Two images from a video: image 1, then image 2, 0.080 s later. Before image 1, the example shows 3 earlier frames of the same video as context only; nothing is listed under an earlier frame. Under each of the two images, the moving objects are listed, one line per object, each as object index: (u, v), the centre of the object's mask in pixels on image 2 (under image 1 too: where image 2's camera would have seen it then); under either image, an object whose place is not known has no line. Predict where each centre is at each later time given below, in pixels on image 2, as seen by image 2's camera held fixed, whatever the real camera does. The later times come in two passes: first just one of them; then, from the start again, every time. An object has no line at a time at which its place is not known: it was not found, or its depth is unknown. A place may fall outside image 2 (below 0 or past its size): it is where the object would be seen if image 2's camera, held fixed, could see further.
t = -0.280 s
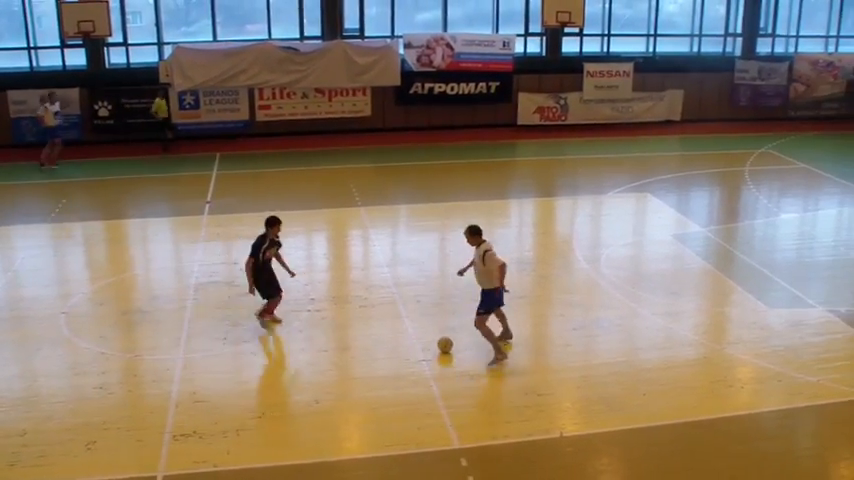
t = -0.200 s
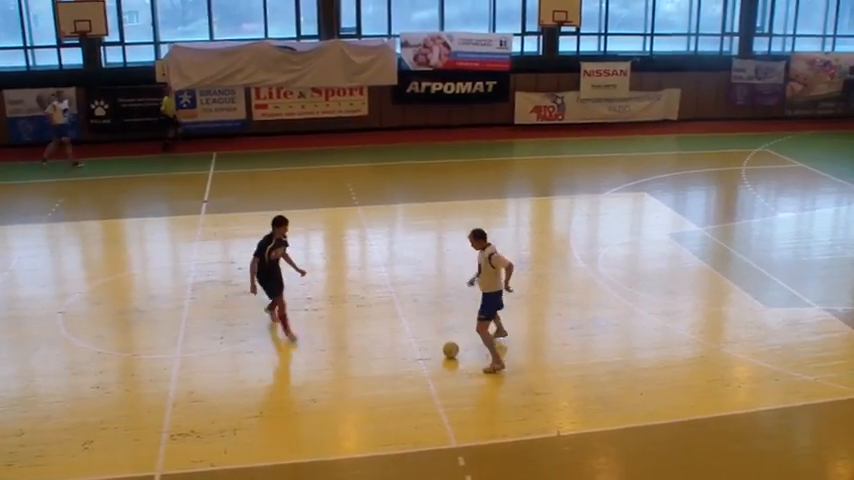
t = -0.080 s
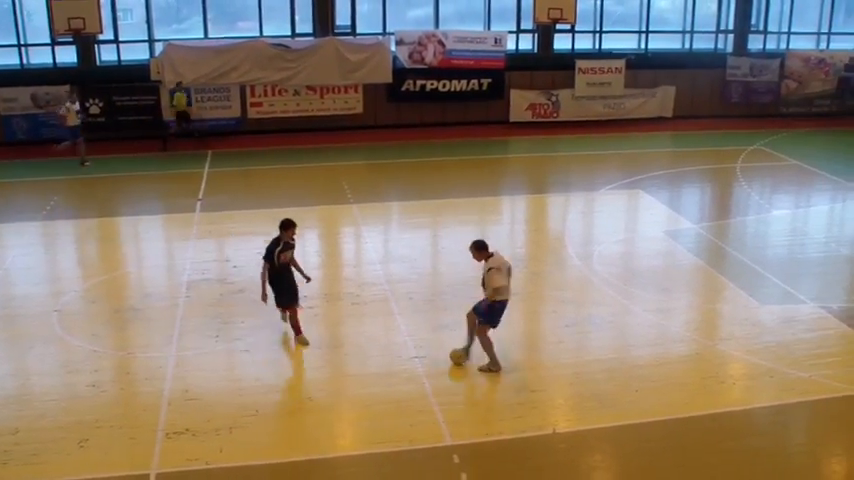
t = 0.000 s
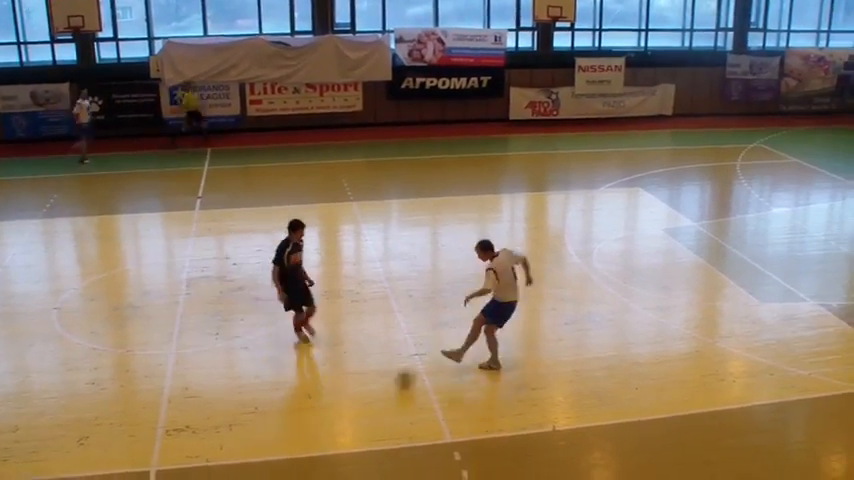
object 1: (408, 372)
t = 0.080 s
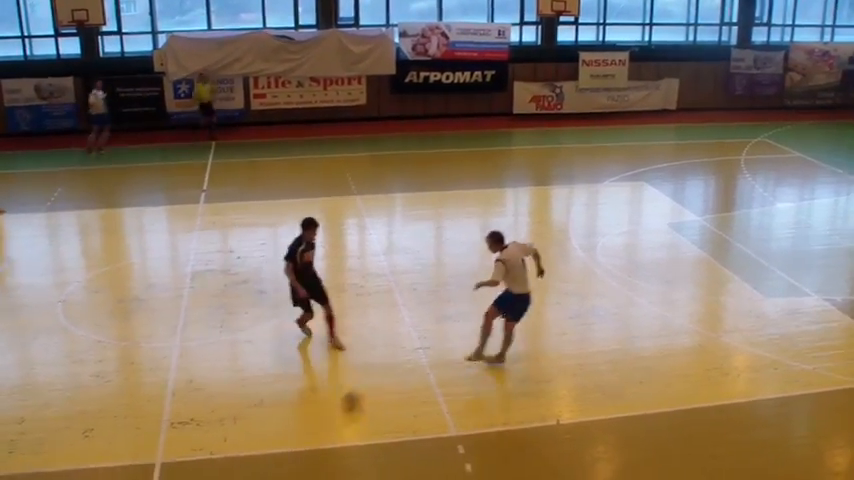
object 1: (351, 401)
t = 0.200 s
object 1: (260, 444)
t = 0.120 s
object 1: (321, 414)
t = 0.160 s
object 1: (291, 429)
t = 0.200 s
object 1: (260, 444)
